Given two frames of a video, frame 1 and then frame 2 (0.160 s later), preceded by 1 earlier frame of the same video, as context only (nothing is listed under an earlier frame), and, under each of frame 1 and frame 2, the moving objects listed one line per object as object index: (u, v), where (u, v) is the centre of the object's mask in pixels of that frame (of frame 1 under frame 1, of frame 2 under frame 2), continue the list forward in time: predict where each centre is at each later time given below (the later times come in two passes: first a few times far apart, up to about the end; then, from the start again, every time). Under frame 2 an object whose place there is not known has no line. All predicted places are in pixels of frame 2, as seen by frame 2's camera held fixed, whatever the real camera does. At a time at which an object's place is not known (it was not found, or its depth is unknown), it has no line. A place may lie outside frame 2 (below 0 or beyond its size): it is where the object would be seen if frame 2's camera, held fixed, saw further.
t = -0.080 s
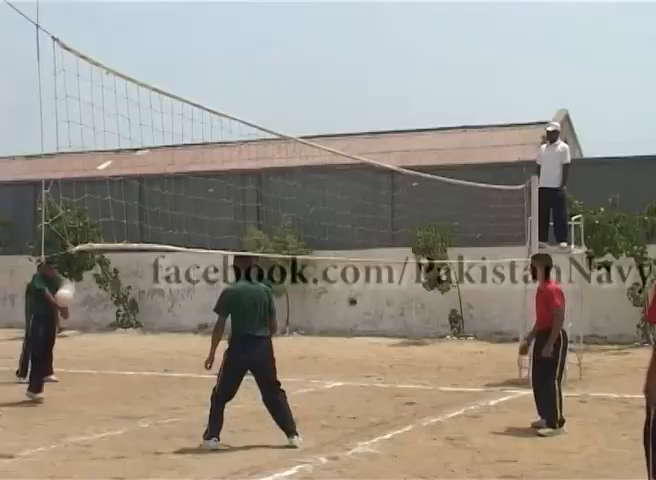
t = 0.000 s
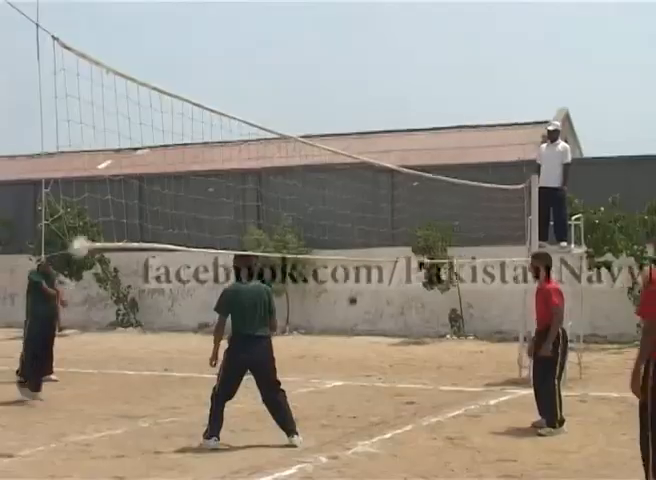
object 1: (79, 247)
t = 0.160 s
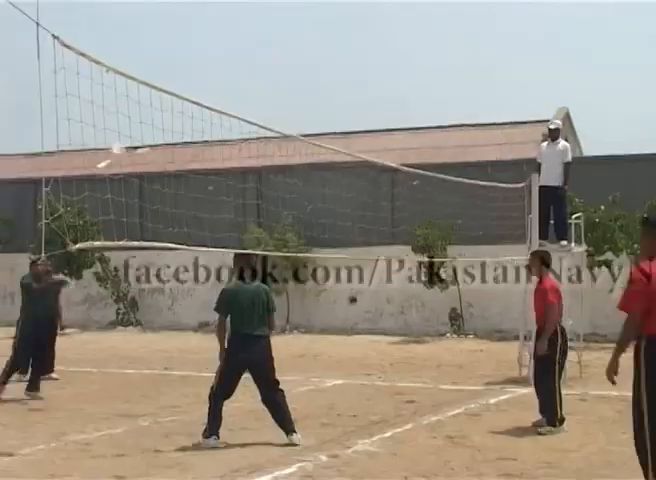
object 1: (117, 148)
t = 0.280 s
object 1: (140, 101)
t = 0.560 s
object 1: (204, 16)
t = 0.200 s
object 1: (122, 134)
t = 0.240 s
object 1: (132, 116)
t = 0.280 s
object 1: (140, 101)
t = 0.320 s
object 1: (150, 82)
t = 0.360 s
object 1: (159, 69)
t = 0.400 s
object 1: (167, 56)
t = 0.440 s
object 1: (177, 44)
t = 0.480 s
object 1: (186, 33)
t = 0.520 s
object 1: (195, 24)
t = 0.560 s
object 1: (204, 16)
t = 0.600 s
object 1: (214, 10)
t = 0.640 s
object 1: (223, 6)
